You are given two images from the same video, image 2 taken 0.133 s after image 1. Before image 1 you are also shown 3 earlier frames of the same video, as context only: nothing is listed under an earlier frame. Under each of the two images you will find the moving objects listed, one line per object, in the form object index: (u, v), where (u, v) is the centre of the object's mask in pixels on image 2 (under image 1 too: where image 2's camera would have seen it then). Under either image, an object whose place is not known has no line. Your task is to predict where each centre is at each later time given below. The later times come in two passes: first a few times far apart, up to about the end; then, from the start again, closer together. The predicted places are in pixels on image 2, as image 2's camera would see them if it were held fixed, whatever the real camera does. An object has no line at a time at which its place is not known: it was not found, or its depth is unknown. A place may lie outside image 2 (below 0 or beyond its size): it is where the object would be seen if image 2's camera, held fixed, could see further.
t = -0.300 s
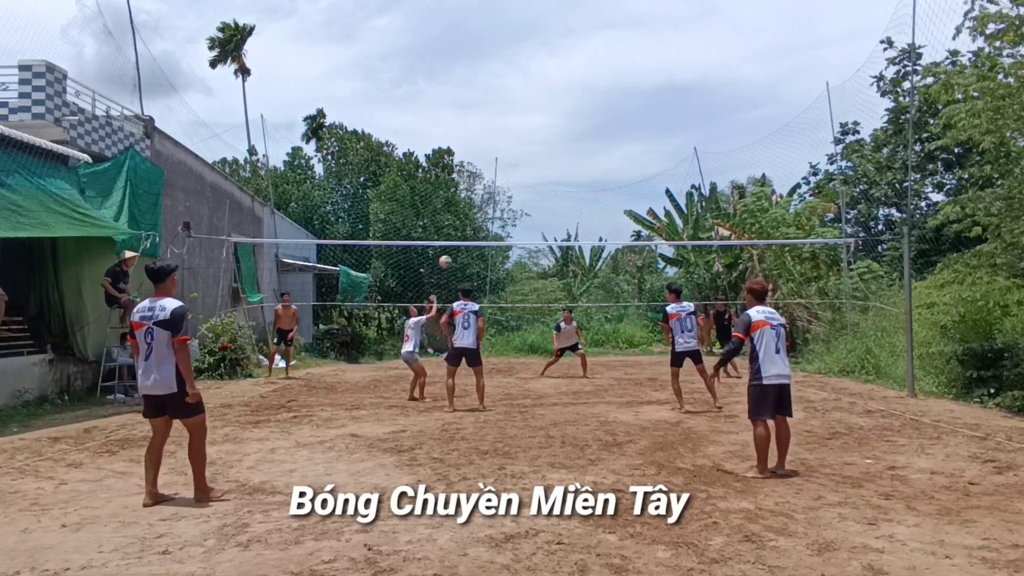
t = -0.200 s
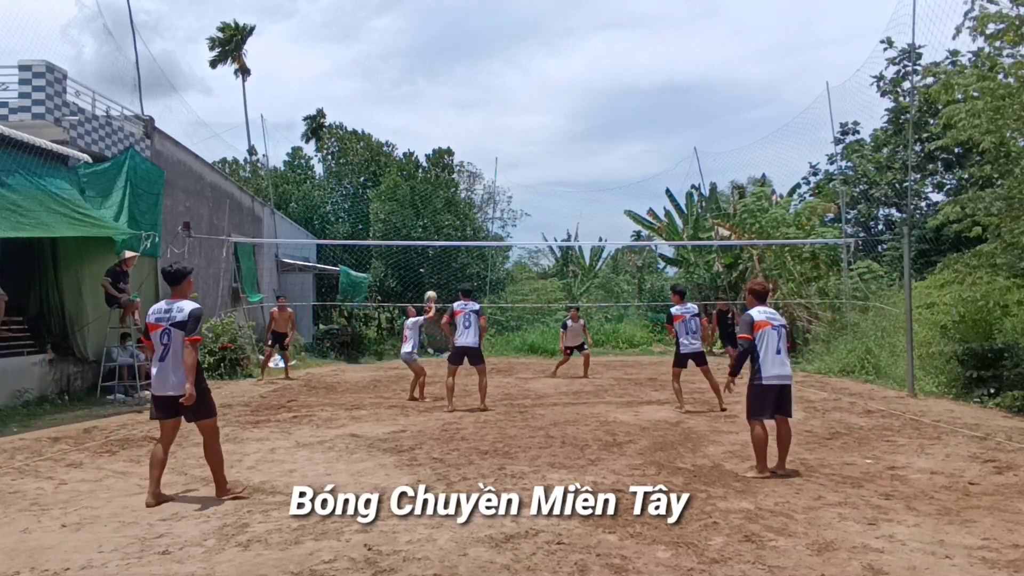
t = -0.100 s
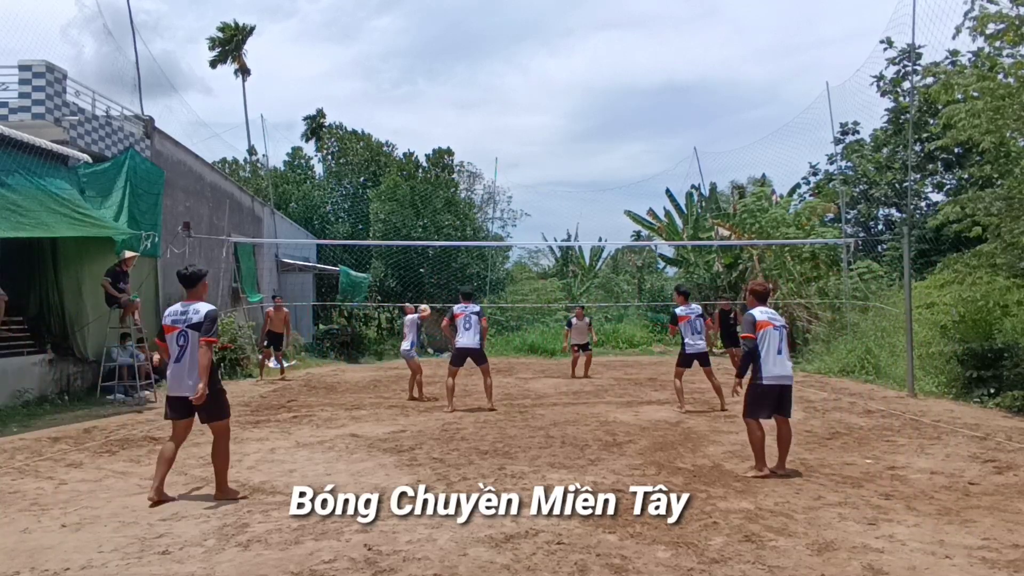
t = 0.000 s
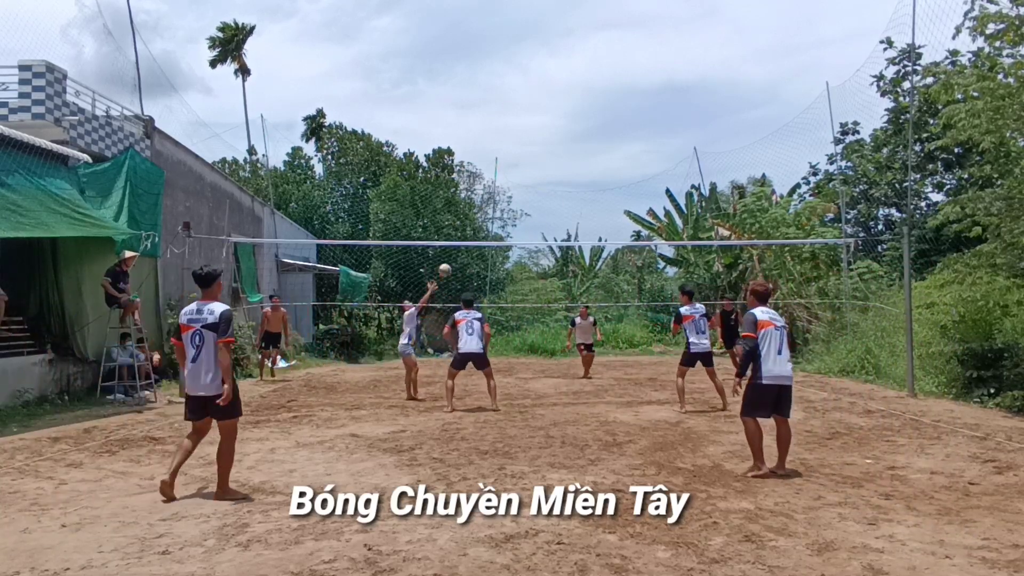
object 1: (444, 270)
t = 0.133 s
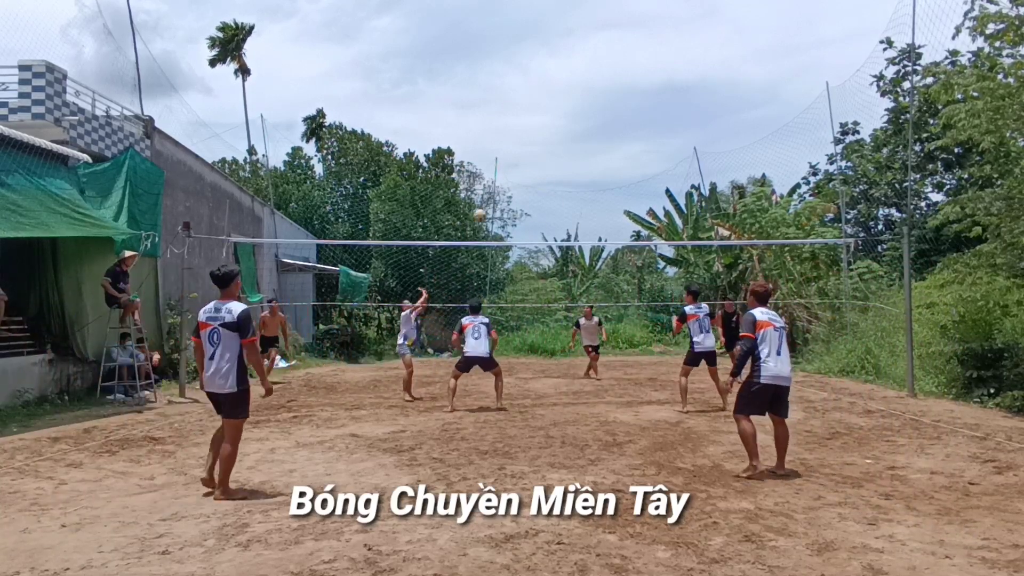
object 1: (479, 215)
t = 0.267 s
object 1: (514, 172)
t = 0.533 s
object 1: (582, 119)
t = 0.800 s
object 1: (647, 108)
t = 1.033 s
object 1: (703, 132)
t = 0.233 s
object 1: (506, 182)
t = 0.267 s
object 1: (514, 172)
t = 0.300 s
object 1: (523, 163)
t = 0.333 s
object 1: (531, 155)
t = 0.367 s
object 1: (540, 147)
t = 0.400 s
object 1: (549, 141)
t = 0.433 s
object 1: (557, 134)
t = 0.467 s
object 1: (565, 128)
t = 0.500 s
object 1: (574, 123)
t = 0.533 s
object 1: (582, 119)
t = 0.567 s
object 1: (590, 116)
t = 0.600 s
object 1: (598, 112)
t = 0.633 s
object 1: (607, 110)
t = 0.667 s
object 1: (615, 108)
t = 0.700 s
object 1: (623, 108)
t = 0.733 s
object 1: (631, 107)
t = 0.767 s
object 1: (639, 107)
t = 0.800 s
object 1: (647, 108)
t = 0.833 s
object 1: (655, 110)
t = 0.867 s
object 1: (663, 112)
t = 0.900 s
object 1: (671, 114)
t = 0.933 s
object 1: (679, 118)
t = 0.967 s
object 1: (687, 122)
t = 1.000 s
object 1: (695, 127)
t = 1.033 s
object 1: (703, 132)
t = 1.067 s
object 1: (711, 138)
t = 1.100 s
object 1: (719, 145)
